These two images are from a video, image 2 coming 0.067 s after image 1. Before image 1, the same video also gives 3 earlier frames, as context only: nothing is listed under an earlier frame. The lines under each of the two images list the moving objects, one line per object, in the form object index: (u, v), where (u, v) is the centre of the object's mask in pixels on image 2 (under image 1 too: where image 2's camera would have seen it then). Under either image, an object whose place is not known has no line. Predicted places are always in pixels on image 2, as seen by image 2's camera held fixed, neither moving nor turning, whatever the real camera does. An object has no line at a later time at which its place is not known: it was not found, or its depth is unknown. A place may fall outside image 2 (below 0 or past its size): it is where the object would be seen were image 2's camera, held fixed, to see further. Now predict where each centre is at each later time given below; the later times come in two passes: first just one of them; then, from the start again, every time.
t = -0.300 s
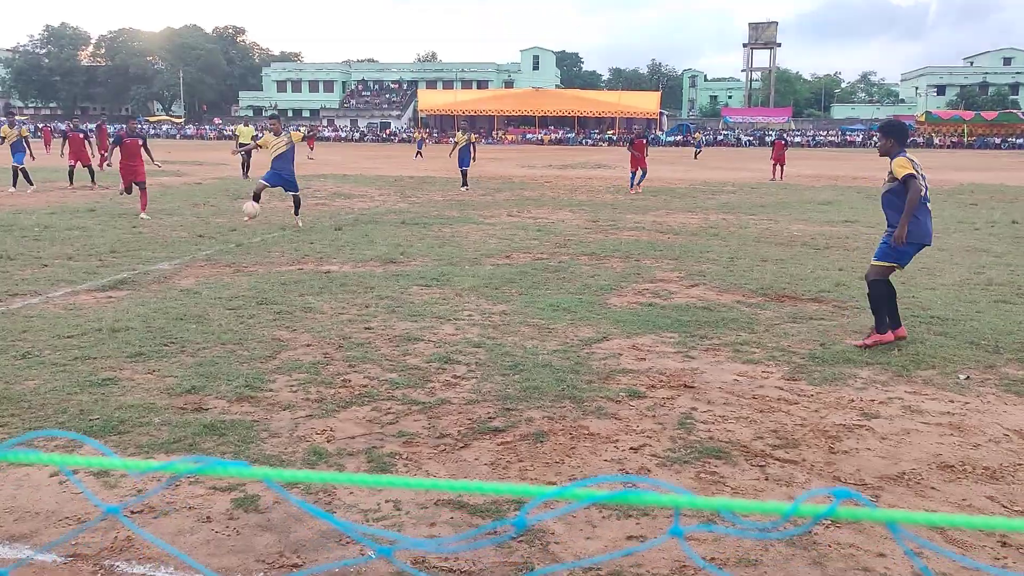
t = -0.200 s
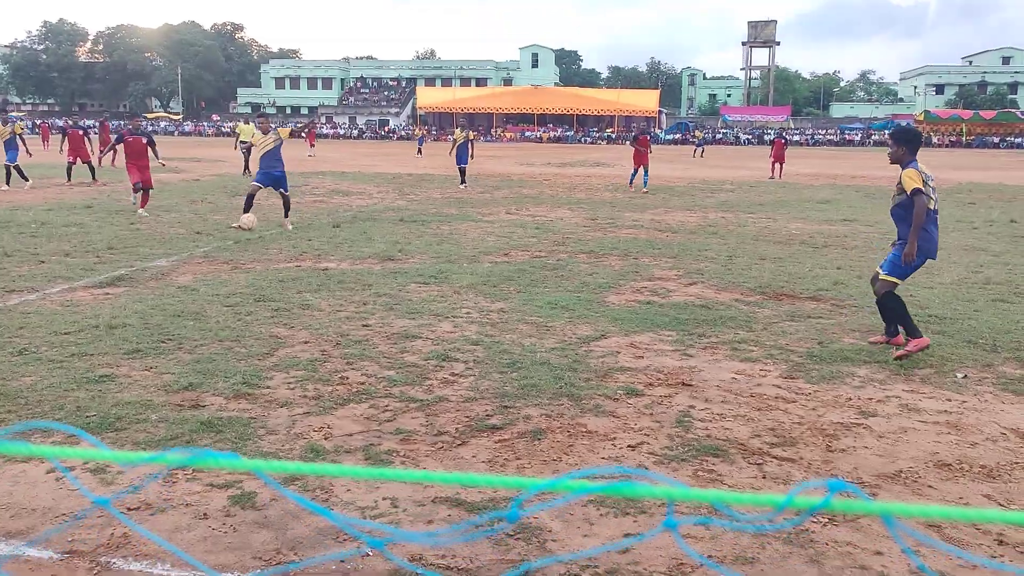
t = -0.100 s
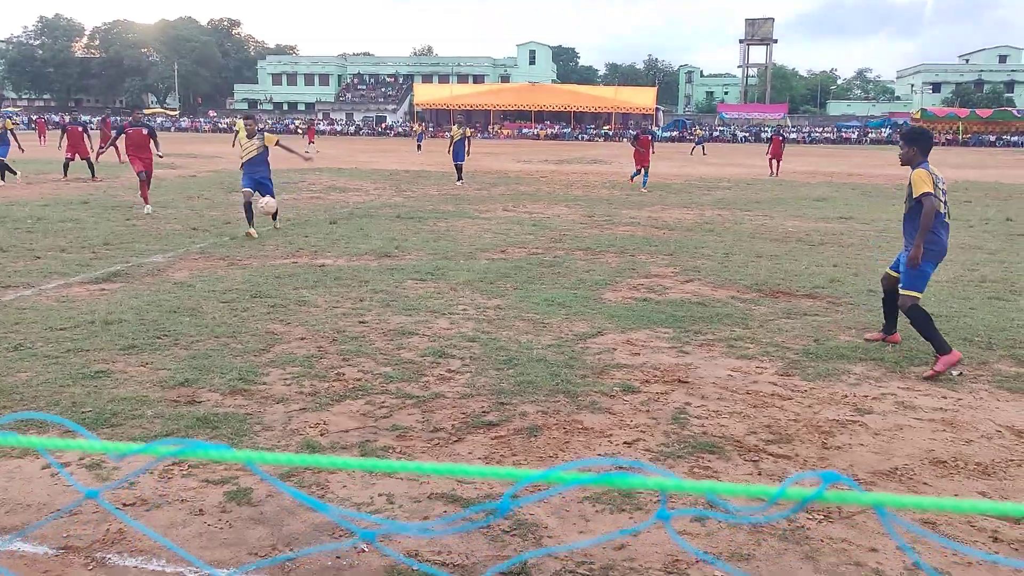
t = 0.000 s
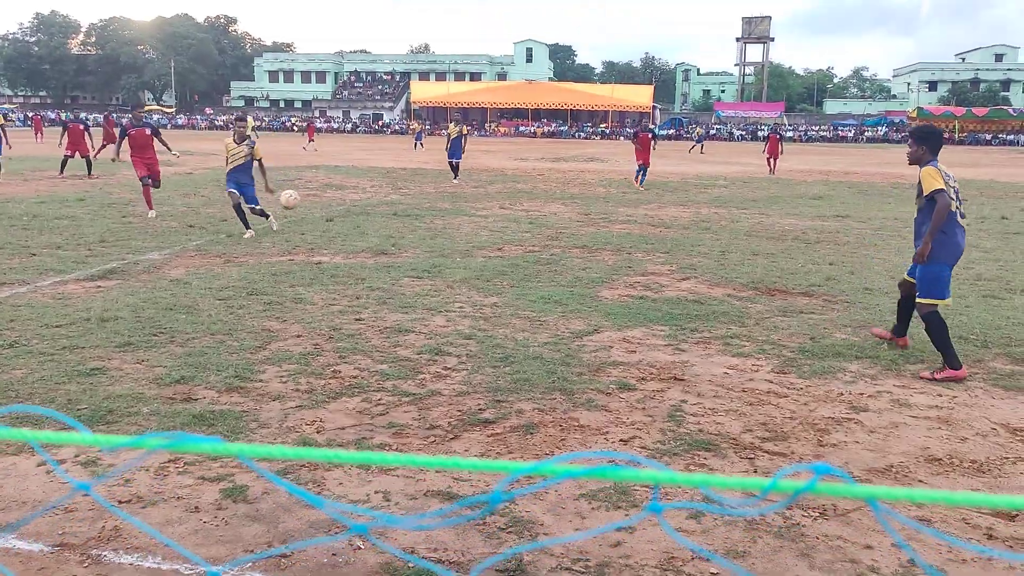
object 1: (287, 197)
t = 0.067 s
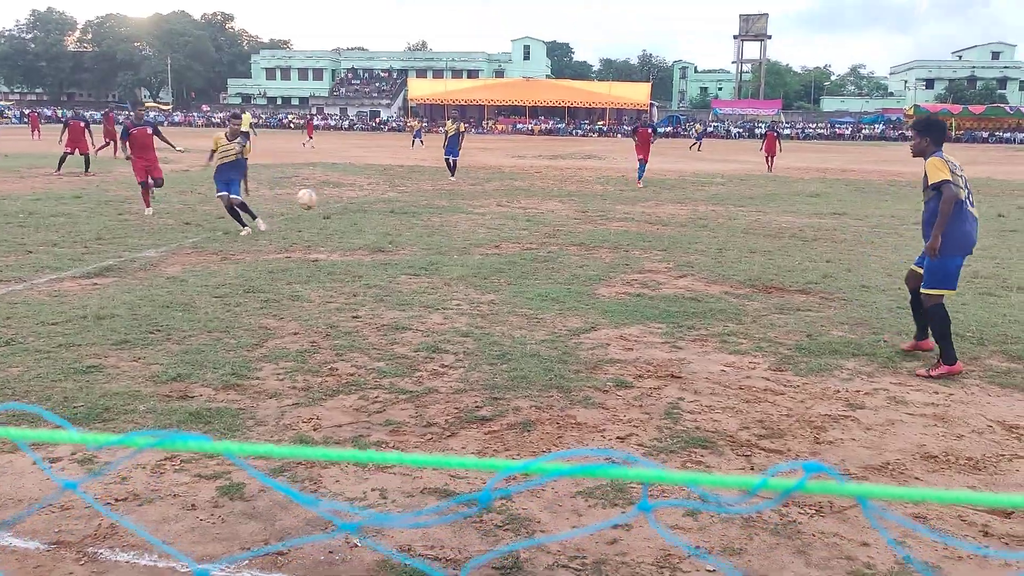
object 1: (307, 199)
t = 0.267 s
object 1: (377, 234)
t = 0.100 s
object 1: (317, 202)
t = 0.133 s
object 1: (327, 206)
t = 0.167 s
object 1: (339, 211)
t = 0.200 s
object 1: (351, 218)
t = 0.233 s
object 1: (364, 225)
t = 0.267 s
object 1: (377, 234)
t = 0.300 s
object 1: (390, 244)
